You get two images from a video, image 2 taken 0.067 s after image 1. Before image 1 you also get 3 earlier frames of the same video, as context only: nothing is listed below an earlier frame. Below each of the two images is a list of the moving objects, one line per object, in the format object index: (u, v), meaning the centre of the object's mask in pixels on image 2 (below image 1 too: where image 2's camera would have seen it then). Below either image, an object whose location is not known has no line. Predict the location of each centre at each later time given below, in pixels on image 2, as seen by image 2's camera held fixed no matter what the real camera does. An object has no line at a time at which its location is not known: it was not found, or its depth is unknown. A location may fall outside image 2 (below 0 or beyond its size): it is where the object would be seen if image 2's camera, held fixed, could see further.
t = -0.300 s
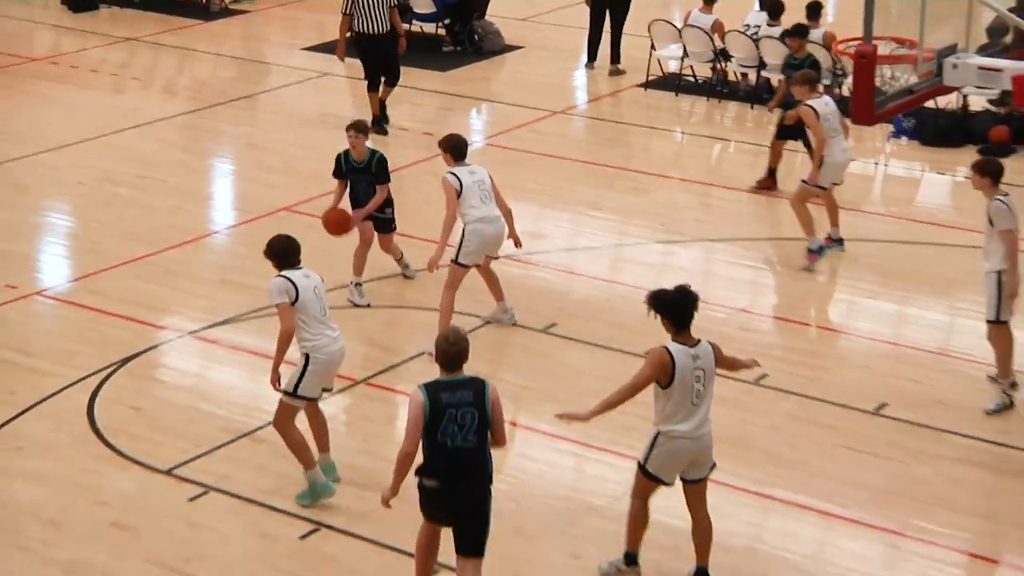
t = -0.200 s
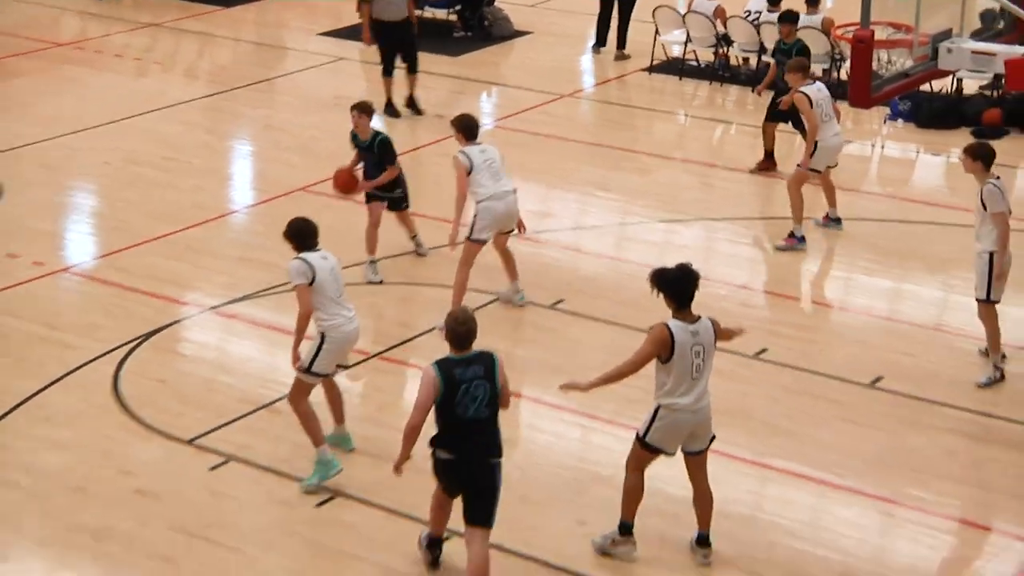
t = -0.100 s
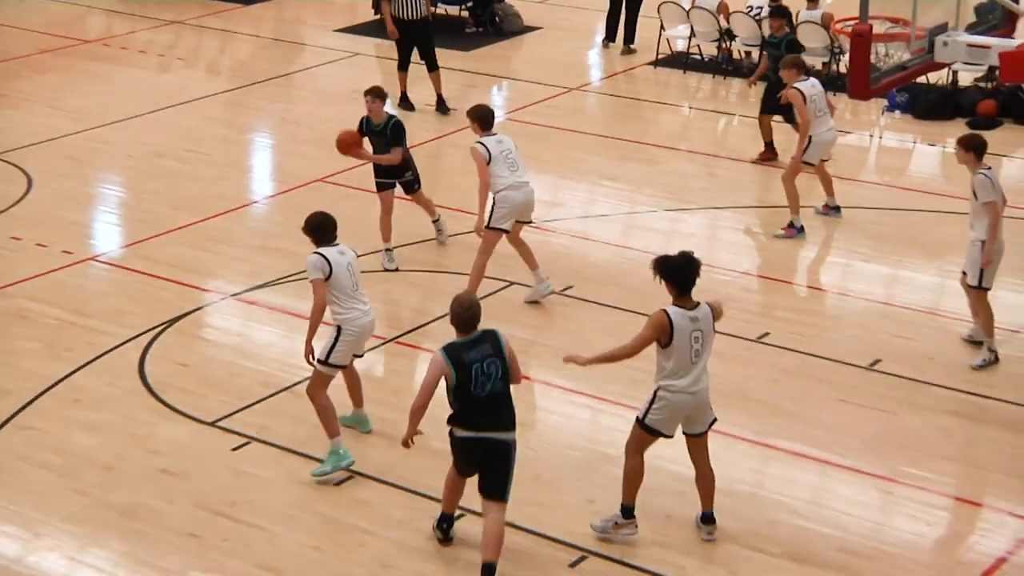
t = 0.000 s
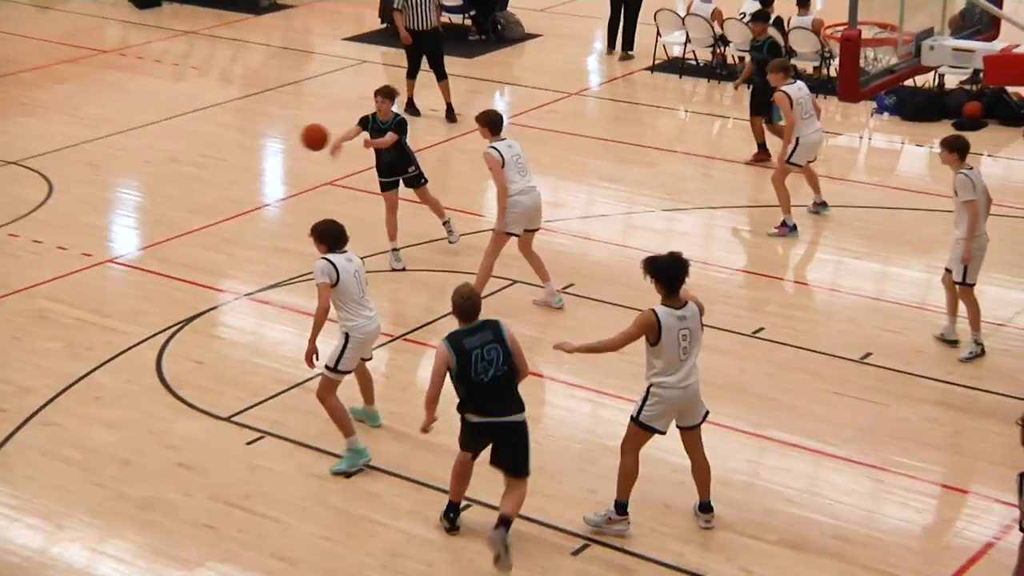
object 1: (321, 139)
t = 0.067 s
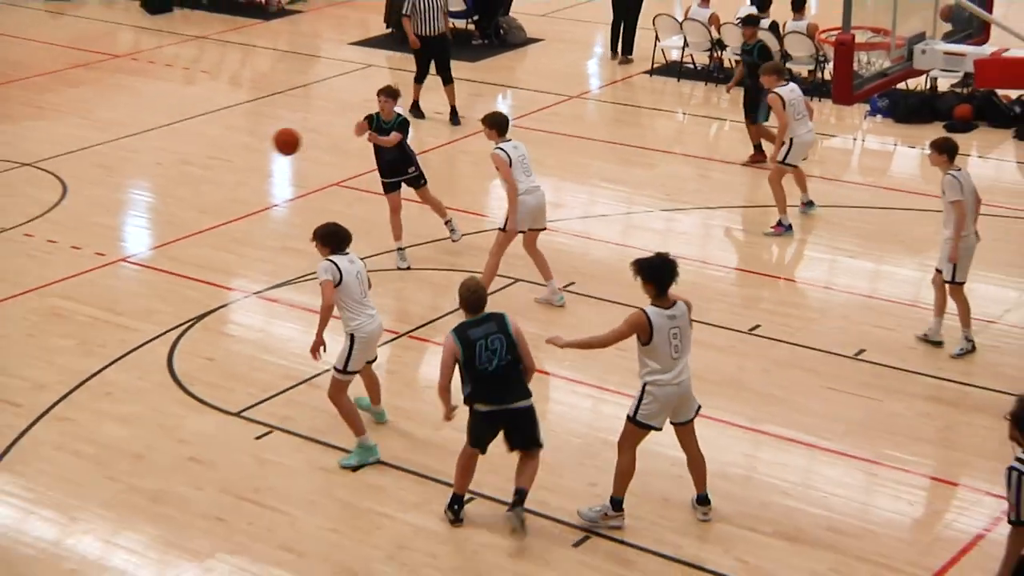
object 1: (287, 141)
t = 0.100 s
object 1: (267, 144)
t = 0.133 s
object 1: (248, 148)
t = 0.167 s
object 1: (229, 154)
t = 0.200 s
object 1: (209, 161)
